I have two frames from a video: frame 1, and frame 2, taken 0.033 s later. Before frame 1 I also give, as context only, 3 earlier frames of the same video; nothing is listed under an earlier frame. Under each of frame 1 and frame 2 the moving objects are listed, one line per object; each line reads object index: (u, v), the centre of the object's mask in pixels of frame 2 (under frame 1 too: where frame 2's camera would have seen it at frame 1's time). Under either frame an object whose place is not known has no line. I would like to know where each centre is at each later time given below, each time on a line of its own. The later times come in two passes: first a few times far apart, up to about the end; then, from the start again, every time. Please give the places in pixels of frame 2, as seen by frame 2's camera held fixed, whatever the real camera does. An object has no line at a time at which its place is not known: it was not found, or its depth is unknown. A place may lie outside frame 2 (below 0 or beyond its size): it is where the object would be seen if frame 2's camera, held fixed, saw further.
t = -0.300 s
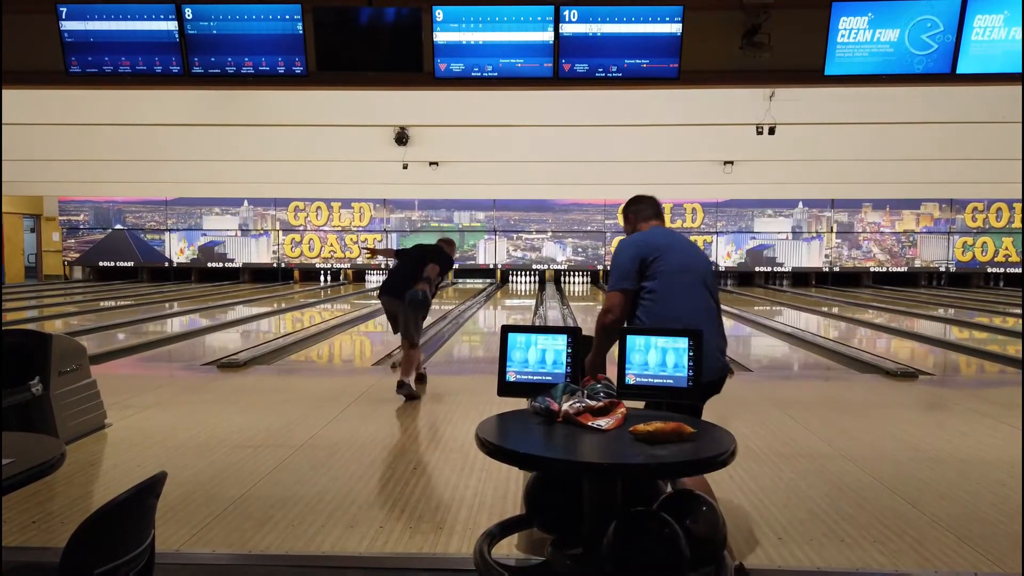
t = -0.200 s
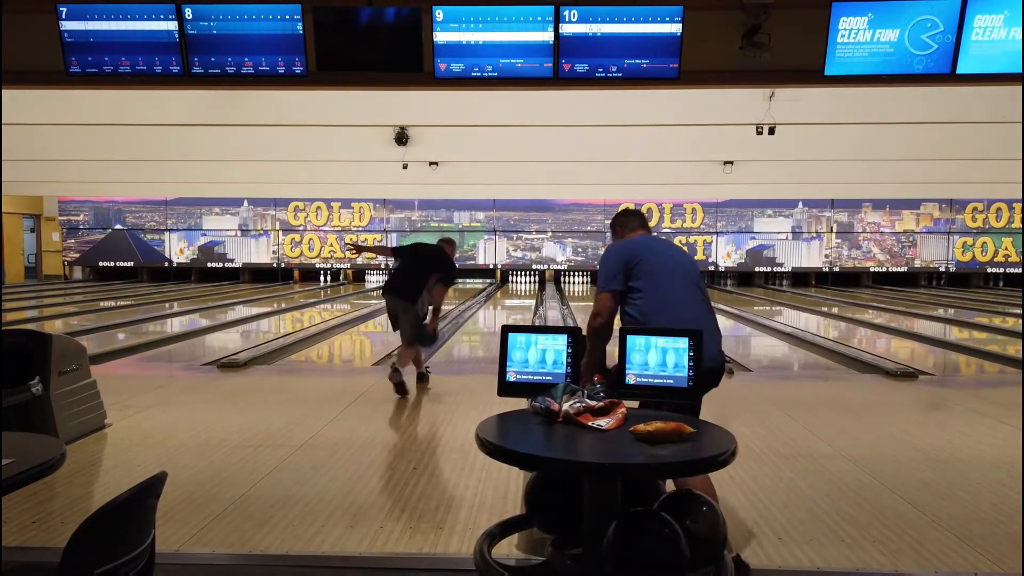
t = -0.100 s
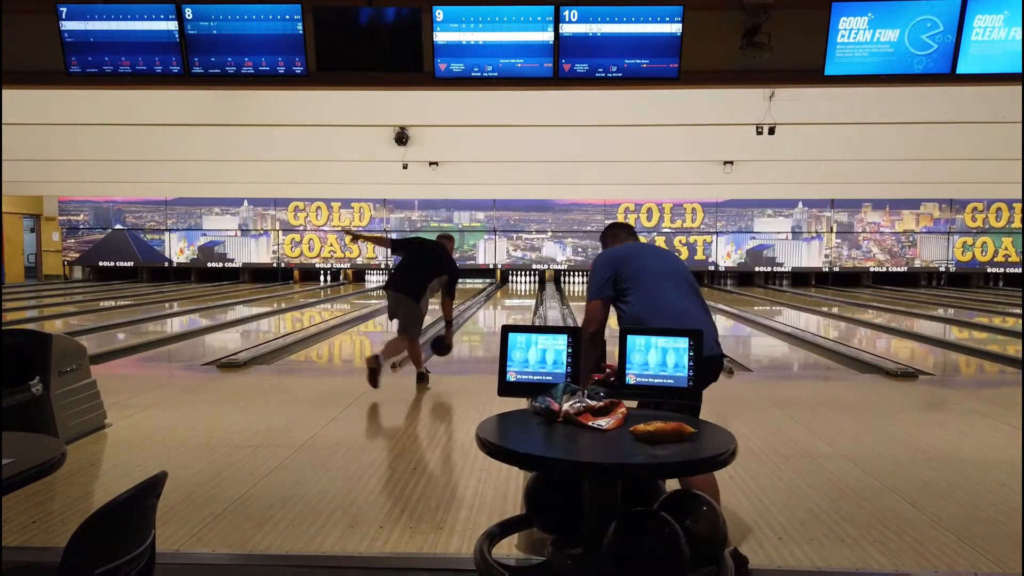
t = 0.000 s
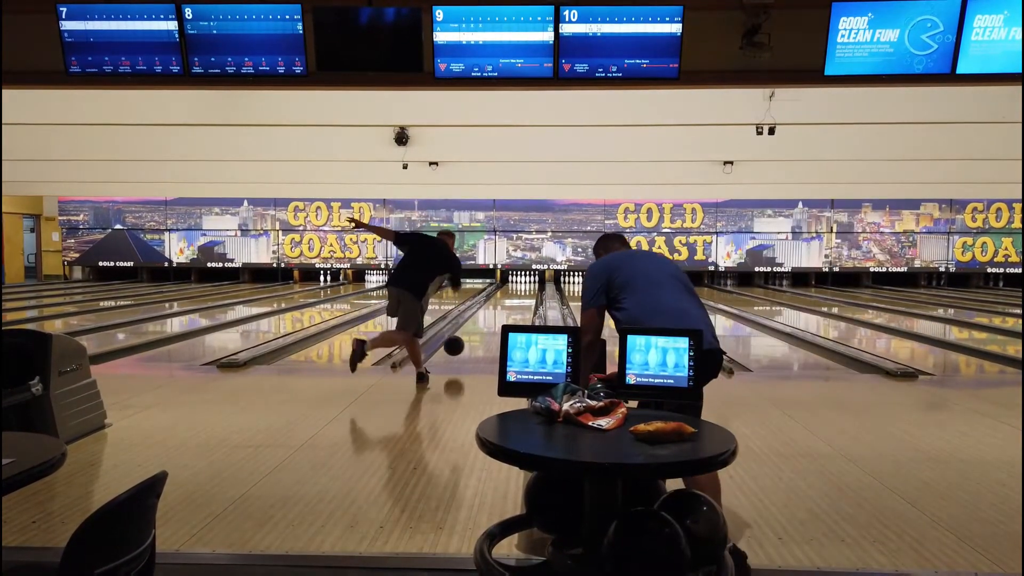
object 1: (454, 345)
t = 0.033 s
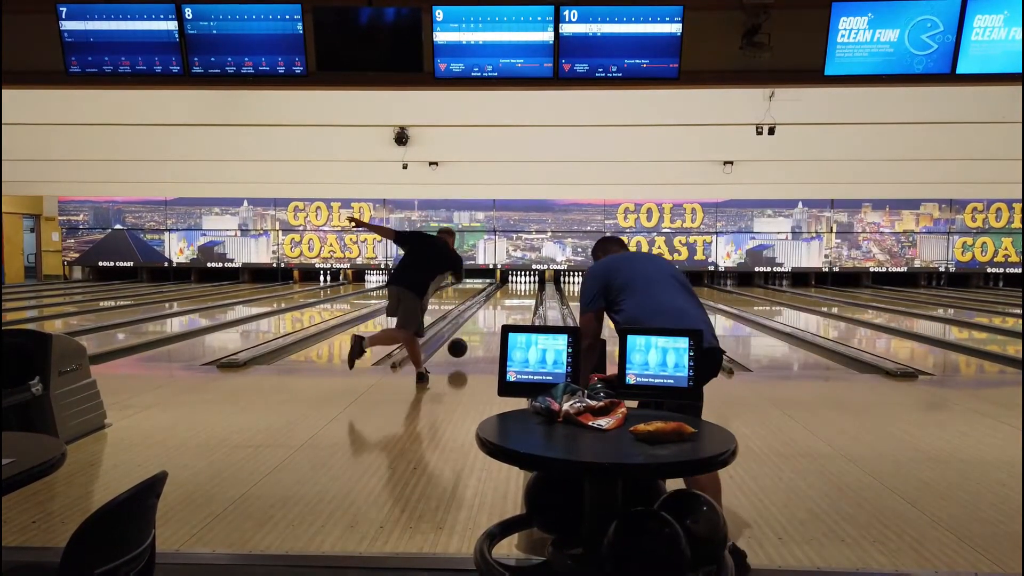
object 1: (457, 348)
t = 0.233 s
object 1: (476, 338)
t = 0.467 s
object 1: (491, 325)
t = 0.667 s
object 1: (501, 316)
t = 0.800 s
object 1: (506, 311)
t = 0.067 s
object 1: (461, 350)
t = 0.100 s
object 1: (464, 348)
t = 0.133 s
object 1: (467, 346)
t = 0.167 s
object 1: (470, 343)
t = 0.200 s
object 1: (473, 341)
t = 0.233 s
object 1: (476, 338)
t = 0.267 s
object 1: (478, 336)
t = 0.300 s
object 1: (481, 334)
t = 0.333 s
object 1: (483, 332)
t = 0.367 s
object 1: (485, 330)
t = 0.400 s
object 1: (487, 328)
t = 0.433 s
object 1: (489, 326)
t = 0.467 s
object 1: (491, 325)
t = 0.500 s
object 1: (493, 323)
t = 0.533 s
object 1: (495, 321)
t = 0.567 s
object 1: (496, 320)
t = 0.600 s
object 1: (498, 318)
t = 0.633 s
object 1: (500, 317)
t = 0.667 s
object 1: (501, 316)
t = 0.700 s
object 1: (503, 314)
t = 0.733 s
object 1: (504, 313)
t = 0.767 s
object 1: (505, 312)
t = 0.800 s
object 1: (506, 311)
